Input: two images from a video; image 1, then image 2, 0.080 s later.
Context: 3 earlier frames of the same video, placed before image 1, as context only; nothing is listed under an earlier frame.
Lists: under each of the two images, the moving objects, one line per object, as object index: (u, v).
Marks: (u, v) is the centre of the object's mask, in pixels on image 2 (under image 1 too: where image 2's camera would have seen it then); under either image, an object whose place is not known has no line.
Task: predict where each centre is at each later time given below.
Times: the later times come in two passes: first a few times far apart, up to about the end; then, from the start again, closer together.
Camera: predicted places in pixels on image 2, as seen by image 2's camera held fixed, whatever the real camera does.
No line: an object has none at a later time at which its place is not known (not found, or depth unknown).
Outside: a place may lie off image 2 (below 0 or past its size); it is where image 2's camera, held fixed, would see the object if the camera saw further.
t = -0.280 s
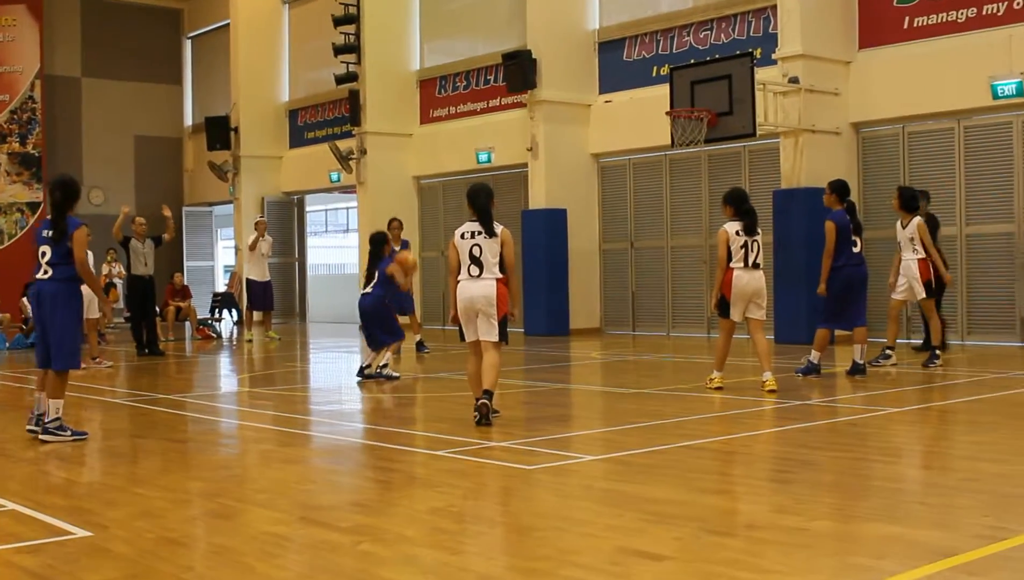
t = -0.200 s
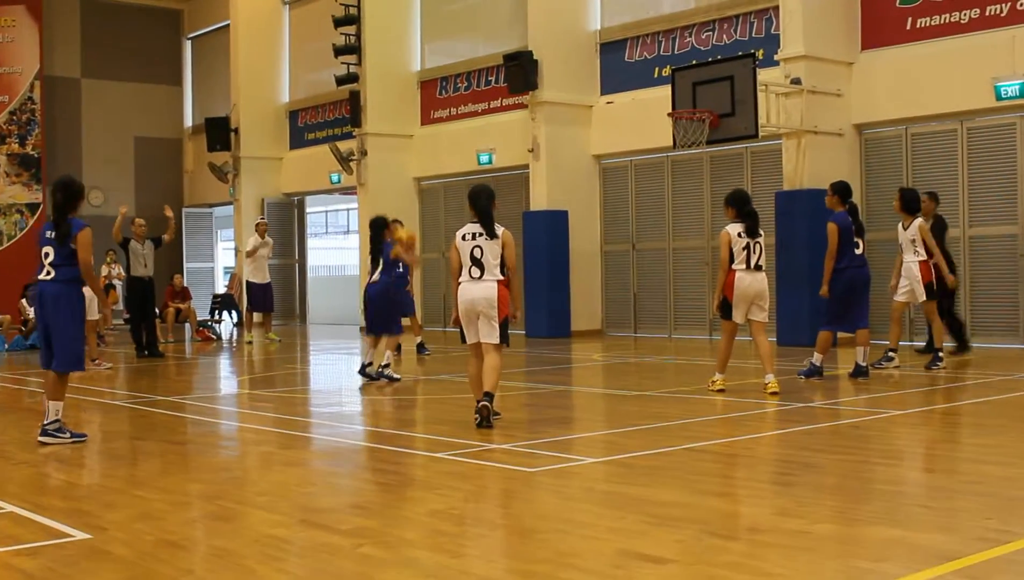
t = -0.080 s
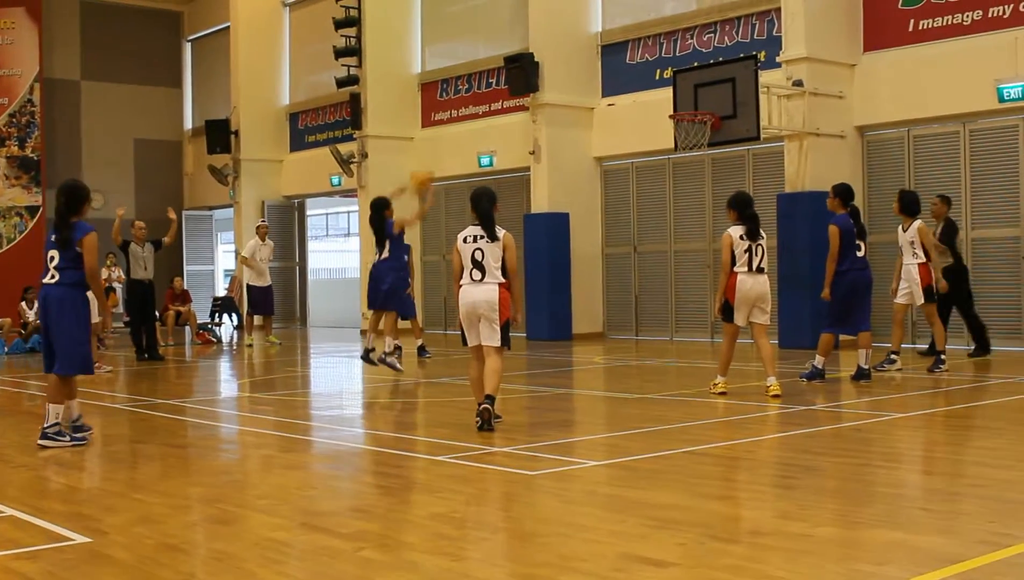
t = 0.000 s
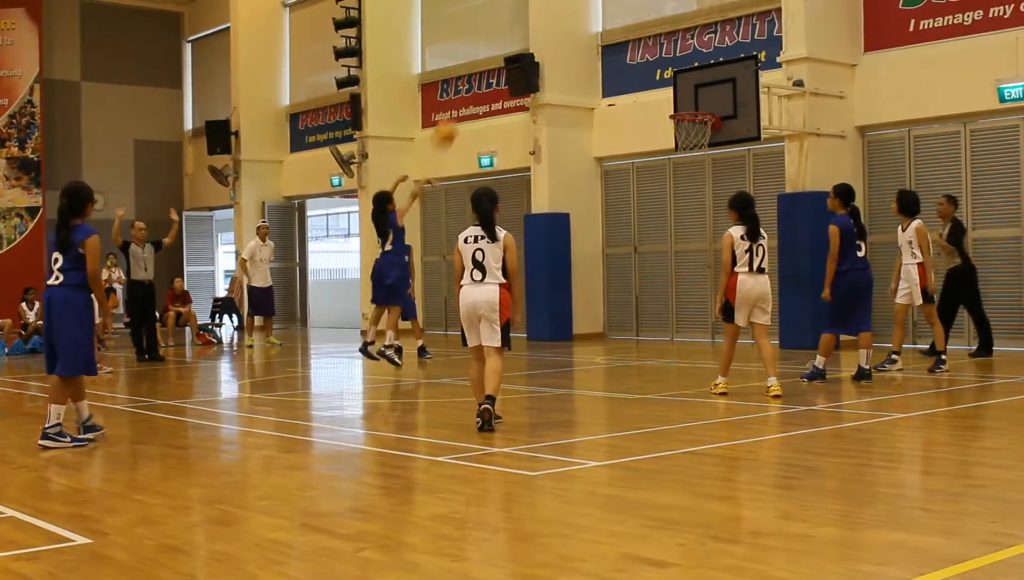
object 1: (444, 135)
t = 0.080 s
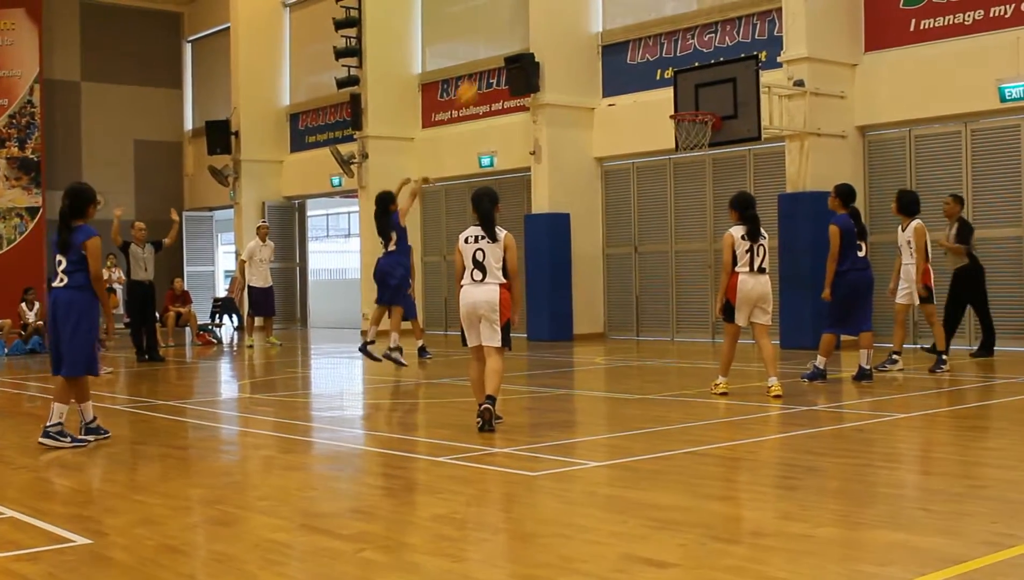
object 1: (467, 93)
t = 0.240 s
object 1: (510, 42)
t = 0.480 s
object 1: (573, 13)
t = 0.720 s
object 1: (630, 40)
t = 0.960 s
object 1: (684, 106)
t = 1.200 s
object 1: (722, 91)
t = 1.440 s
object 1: (729, 107)
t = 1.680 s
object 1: (738, 179)
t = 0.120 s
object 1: (478, 78)
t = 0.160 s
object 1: (491, 65)
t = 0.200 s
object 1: (500, 52)
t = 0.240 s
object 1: (510, 42)
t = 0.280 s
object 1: (521, 32)
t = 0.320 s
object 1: (531, 26)
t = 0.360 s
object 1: (543, 20)
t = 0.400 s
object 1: (553, 16)
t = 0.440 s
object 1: (562, 14)
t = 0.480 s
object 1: (573, 13)
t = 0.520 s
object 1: (582, 14)
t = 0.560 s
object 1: (592, 16)
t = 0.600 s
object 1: (602, 20)
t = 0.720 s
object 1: (630, 40)
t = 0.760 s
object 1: (639, 47)
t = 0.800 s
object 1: (649, 59)
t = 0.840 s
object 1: (657, 70)
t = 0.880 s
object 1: (665, 84)
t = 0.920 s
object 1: (675, 100)
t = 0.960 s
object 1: (684, 106)
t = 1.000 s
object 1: (694, 105)
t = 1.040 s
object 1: (707, 103)
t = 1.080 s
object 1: (717, 103)
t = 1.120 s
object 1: (720, 98)
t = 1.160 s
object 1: (721, 94)
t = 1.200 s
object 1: (722, 91)
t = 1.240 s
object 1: (723, 90)
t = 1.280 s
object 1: (724, 90)
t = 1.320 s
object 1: (726, 92)
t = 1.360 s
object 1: (727, 95)
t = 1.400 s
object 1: (728, 100)
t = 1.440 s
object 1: (729, 107)
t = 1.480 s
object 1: (730, 114)
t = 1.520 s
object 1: (732, 124)
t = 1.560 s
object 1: (733, 134)
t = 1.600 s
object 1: (734, 146)
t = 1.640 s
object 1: (737, 164)
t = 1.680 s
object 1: (738, 179)
